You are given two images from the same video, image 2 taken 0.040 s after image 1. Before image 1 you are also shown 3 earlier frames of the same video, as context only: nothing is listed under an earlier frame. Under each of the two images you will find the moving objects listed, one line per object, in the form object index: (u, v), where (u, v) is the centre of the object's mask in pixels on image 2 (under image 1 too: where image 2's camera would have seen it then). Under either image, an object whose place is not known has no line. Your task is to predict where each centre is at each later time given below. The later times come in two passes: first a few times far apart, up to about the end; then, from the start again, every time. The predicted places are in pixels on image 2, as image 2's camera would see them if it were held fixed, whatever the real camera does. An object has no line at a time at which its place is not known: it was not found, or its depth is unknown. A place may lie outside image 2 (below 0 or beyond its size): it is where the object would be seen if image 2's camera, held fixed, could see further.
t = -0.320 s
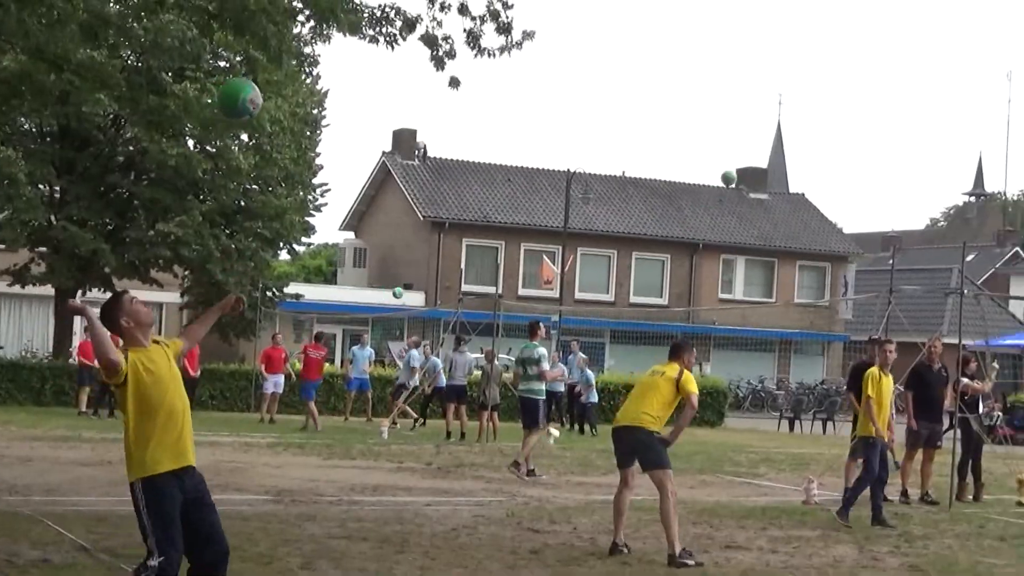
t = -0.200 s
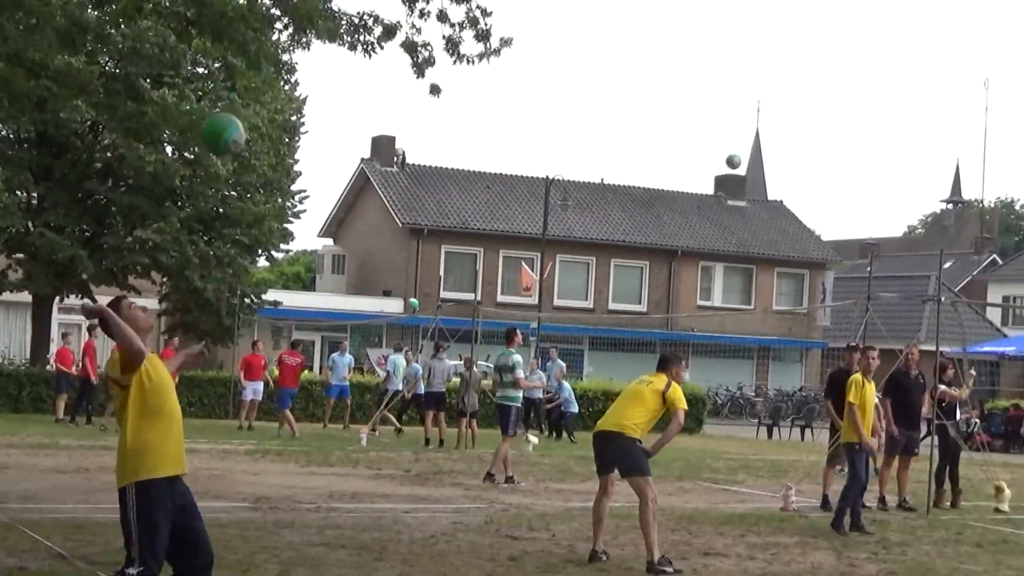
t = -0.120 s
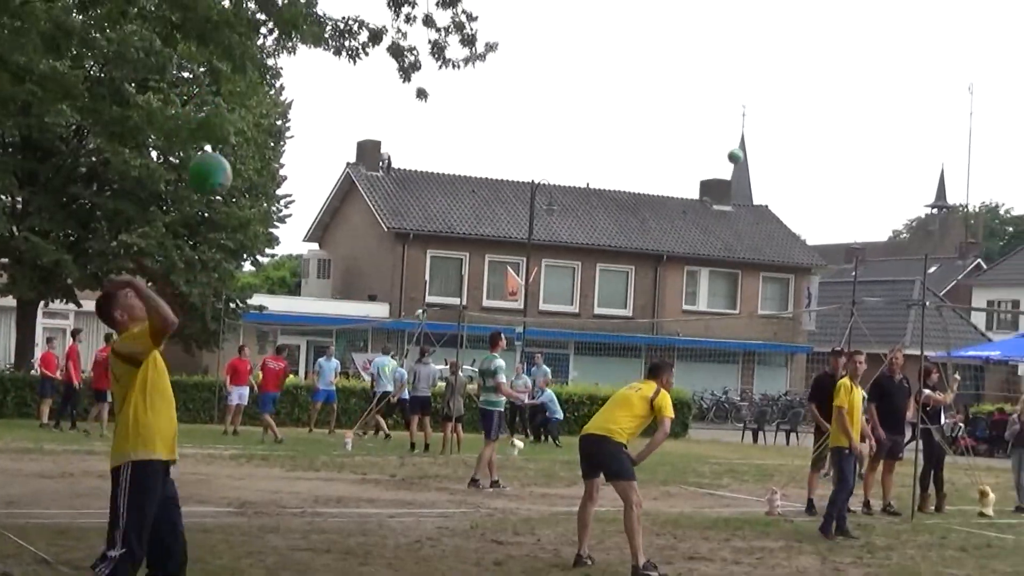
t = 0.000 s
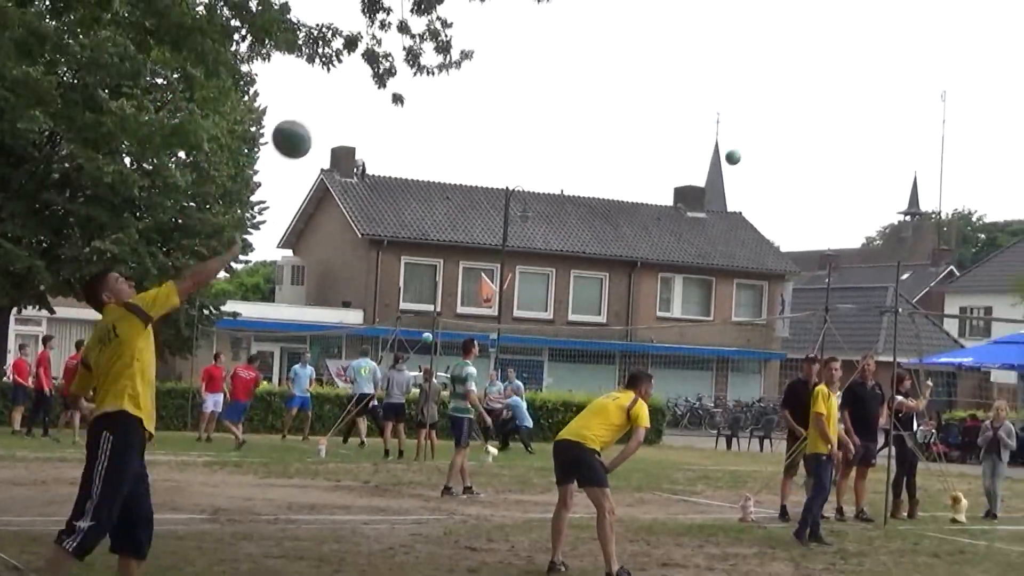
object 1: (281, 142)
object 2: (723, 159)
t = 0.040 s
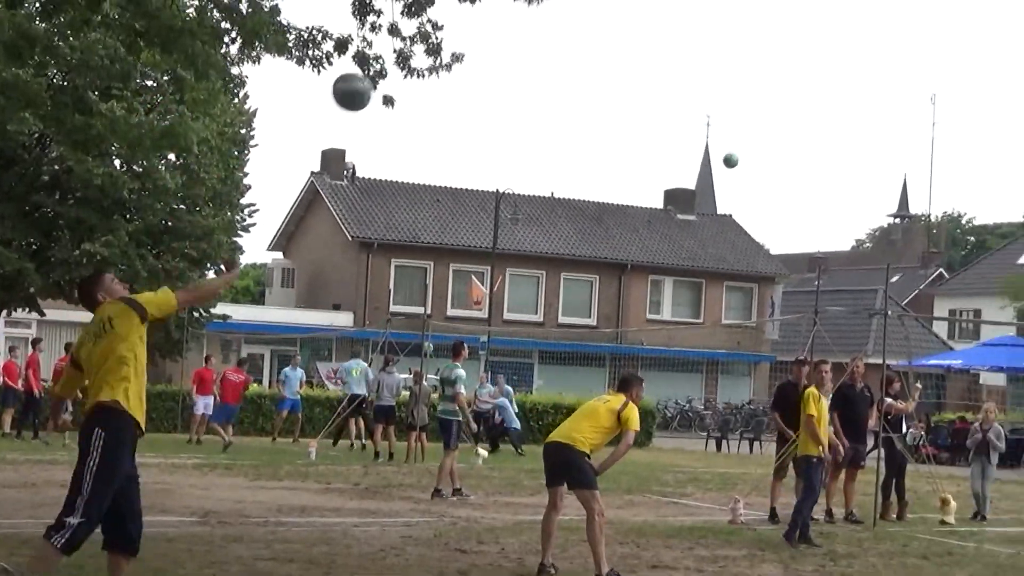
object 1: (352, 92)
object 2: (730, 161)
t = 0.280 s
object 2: (771, 192)
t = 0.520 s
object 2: (807, 259)
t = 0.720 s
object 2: (835, 339)
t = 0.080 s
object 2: (738, 162)
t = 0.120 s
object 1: (476, 6)
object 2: (745, 166)
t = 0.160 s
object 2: (752, 171)
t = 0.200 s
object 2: (758, 177)
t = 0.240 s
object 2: (765, 184)
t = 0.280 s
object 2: (771, 192)
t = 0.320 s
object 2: (777, 201)
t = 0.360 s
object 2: (783, 211)
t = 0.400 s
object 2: (789, 221)
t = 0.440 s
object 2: (795, 233)
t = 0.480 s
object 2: (801, 246)
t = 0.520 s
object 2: (807, 259)
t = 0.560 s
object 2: (812, 273)
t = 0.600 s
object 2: (819, 287)
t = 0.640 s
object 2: (824, 305)
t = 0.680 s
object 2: (829, 320)
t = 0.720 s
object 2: (835, 339)
